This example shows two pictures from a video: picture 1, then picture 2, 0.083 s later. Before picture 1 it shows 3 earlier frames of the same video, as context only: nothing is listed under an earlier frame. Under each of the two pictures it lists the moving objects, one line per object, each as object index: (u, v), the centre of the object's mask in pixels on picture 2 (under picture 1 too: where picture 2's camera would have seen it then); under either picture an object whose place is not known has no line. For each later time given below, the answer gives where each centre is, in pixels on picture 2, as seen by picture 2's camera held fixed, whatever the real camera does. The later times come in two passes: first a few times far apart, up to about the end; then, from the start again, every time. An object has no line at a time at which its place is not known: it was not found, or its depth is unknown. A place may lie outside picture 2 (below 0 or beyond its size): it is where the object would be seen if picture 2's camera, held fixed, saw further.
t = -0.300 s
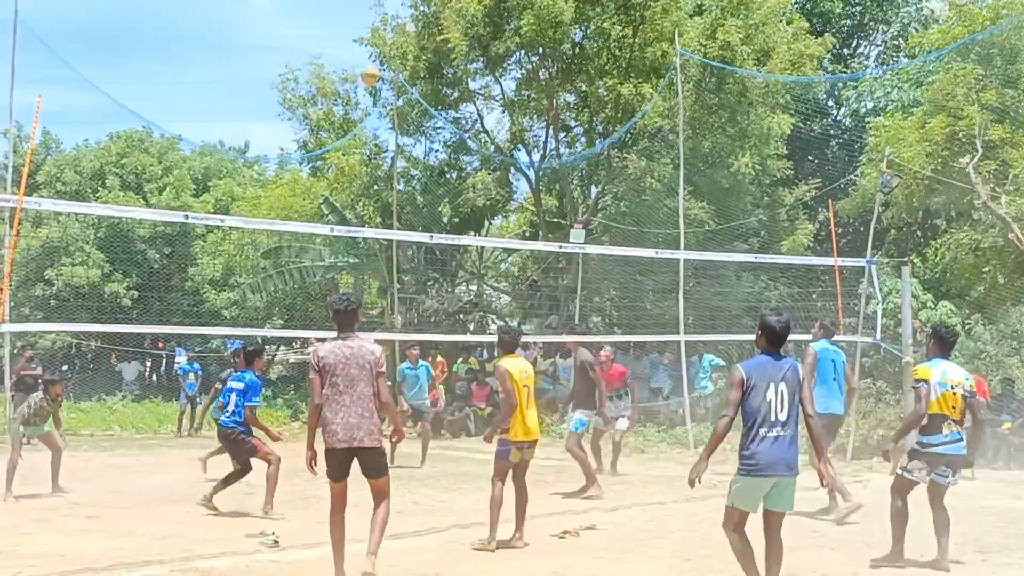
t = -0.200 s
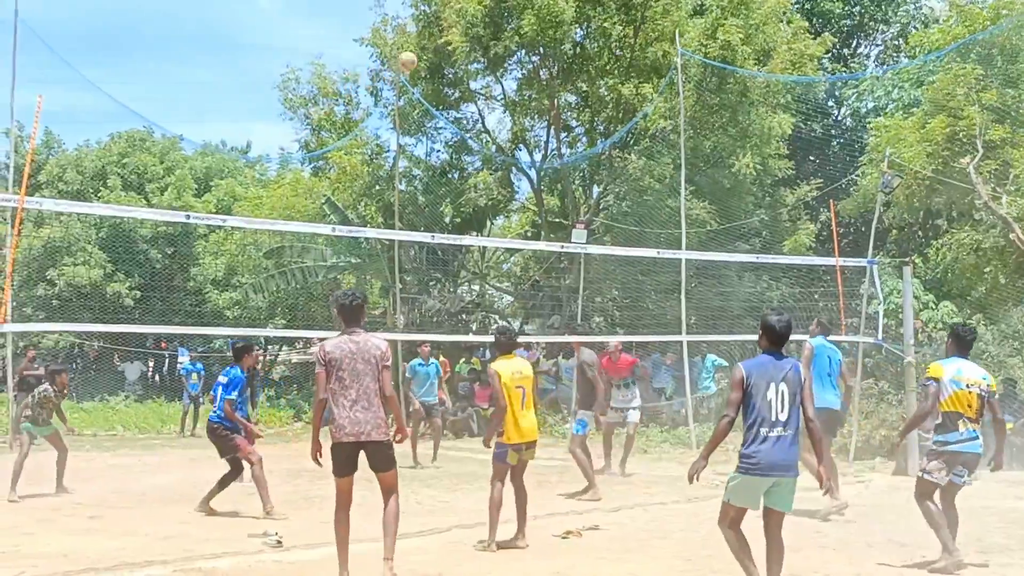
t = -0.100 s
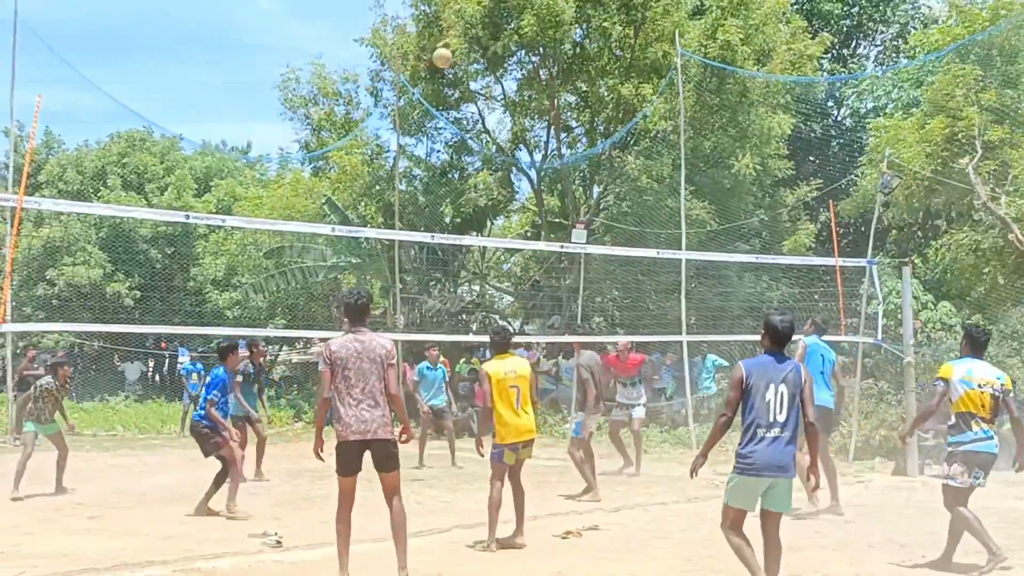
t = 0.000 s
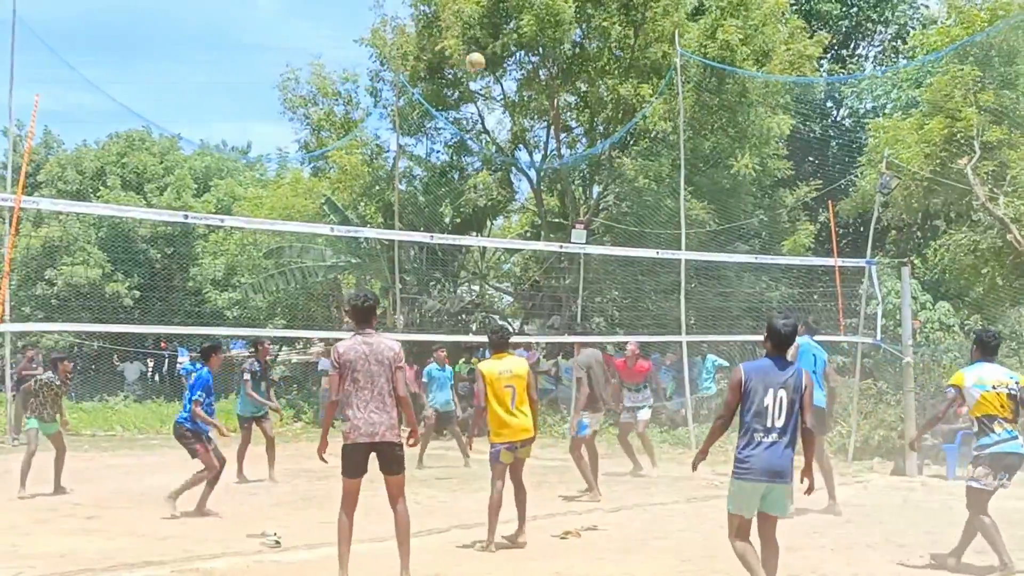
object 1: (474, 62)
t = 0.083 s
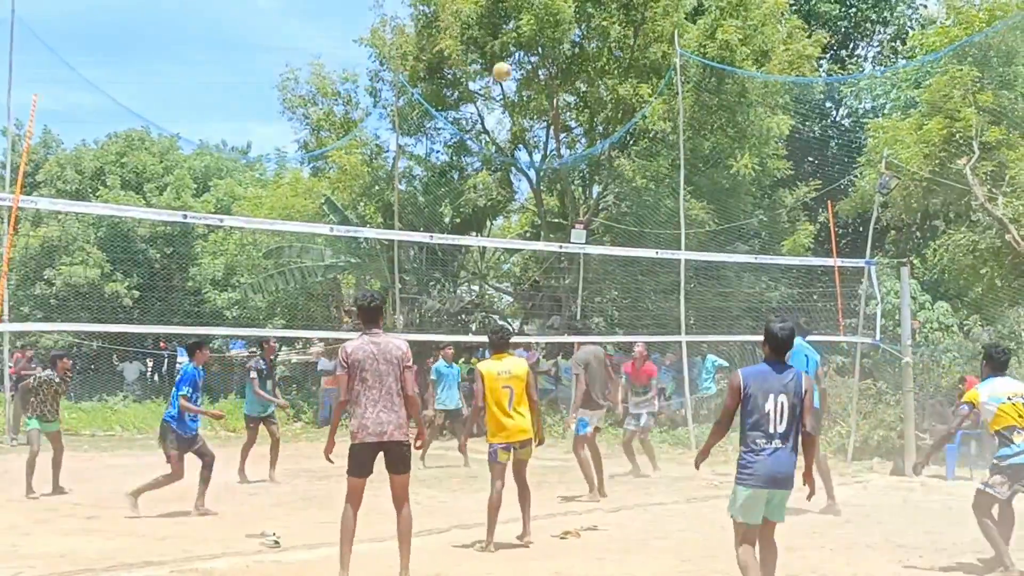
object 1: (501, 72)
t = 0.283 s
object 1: (564, 117)
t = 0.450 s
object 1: (614, 177)
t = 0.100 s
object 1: (506, 74)
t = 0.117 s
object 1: (511, 77)
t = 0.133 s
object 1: (518, 80)
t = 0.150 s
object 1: (523, 83)
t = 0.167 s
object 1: (528, 86)
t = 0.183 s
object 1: (533, 91)
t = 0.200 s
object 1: (539, 95)
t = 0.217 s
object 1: (543, 100)
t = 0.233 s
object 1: (549, 103)
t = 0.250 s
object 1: (554, 107)
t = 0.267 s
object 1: (559, 113)
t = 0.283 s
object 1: (564, 117)
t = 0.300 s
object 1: (568, 121)
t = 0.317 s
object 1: (575, 128)
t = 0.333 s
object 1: (578, 133)
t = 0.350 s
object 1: (583, 138)
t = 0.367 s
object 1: (589, 144)
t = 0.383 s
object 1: (595, 151)
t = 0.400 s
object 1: (599, 156)
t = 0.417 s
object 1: (604, 162)
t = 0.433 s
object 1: (608, 170)
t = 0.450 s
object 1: (614, 177)
